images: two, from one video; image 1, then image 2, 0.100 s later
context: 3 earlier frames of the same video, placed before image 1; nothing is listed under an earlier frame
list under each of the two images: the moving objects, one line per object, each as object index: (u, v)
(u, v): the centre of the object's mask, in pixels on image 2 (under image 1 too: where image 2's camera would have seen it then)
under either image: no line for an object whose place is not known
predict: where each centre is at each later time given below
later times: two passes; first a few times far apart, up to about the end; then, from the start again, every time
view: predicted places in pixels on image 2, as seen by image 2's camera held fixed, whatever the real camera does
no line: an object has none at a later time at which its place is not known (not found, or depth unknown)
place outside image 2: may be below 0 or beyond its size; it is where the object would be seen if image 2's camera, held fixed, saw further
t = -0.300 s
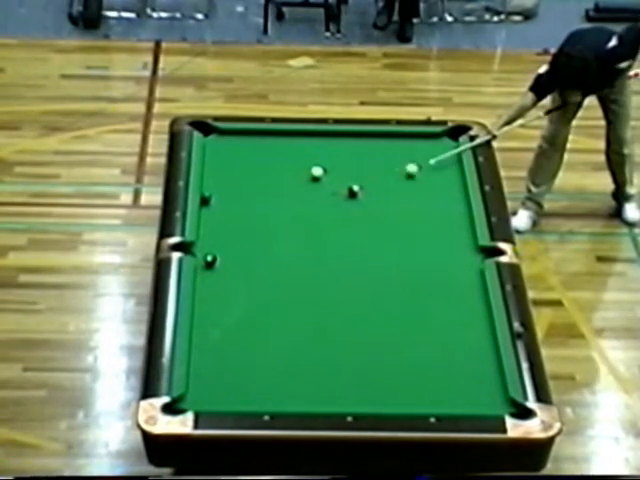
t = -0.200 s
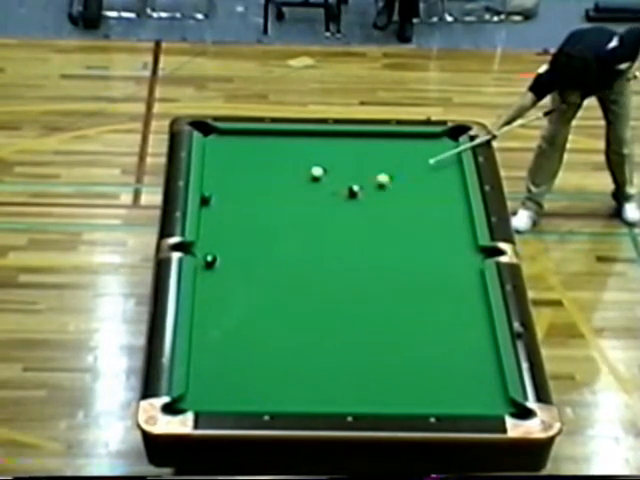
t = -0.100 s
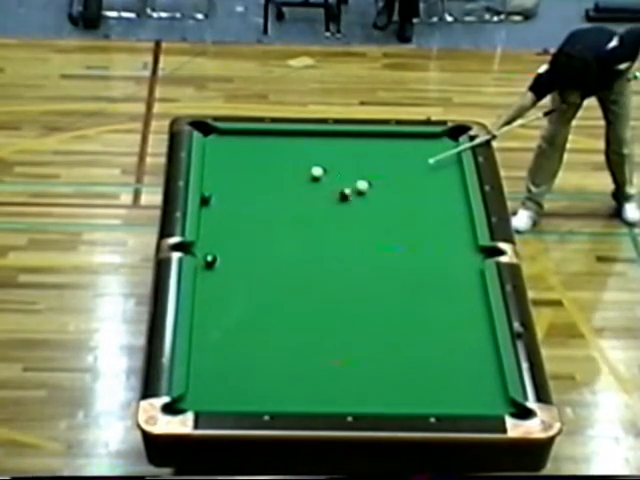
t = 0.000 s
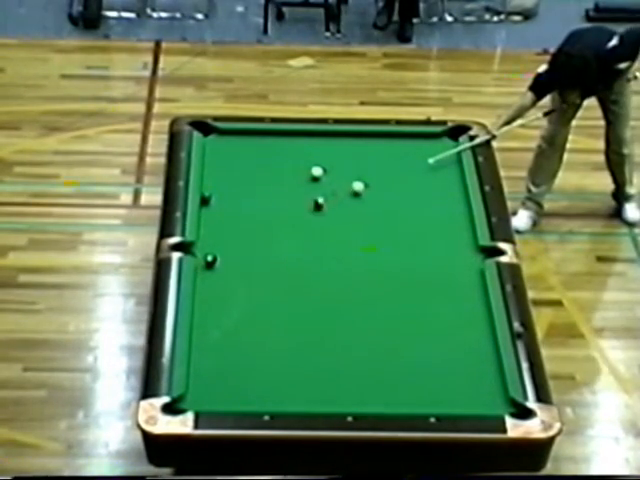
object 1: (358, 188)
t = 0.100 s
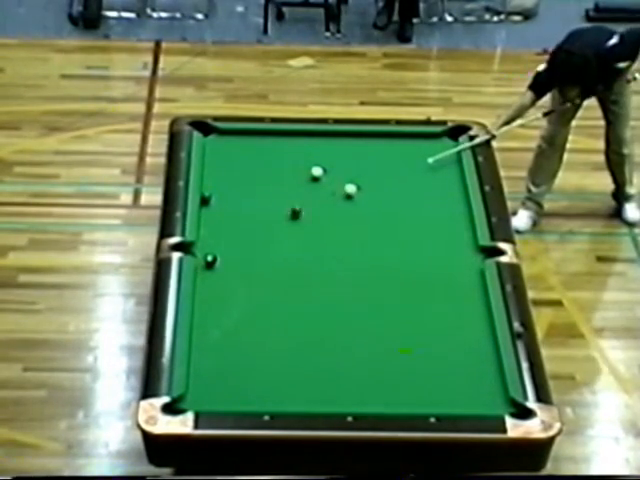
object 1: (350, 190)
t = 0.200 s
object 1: (343, 193)
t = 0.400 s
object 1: (327, 198)
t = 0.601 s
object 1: (313, 202)
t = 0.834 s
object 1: (297, 207)
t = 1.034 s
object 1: (284, 211)
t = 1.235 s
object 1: (270, 215)
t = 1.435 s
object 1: (258, 219)
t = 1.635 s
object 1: (245, 223)
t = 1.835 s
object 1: (233, 227)
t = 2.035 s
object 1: (221, 230)
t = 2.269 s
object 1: (209, 234)
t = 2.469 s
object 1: (204, 236)
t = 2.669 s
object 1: (209, 238)
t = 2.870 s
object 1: (213, 240)
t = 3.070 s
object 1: (216, 242)
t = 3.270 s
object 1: (220, 244)
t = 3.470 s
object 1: (222, 245)
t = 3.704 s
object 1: (225, 246)
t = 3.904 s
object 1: (227, 247)
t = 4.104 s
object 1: (228, 248)
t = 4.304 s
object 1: (228, 248)
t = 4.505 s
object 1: (229, 248)
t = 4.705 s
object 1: (229, 248)
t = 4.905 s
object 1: (229, 248)
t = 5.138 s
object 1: (229, 248)
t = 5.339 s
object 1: (229, 248)
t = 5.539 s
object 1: (229, 248)
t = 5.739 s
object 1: (229, 248)
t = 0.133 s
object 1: (347, 191)
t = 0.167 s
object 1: (345, 192)
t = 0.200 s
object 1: (343, 193)
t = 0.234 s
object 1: (340, 194)
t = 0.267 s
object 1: (337, 195)
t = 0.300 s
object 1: (335, 195)
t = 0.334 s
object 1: (332, 196)
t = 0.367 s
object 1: (330, 197)
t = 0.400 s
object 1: (327, 198)
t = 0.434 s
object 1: (325, 198)
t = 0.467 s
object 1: (323, 199)
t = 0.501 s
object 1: (321, 200)
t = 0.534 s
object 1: (318, 201)
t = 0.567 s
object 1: (316, 201)
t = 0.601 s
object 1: (313, 202)
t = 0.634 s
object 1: (311, 203)
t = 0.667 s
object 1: (309, 203)
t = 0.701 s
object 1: (306, 204)
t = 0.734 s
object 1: (304, 205)
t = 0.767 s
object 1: (301, 205)
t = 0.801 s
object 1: (299, 206)
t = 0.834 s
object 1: (297, 207)
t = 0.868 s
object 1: (295, 207)
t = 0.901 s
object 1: (292, 208)
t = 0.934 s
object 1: (291, 209)
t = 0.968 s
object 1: (288, 210)
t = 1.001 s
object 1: (286, 210)
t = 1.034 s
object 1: (284, 211)
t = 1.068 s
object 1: (281, 212)
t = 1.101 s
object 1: (279, 212)
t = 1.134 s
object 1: (277, 213)
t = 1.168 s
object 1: (275, 214)
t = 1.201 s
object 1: (273, 214)
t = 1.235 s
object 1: (270, 215)
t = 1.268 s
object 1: (268, 216)
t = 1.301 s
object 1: (266, 216)
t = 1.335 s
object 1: (264, 217)
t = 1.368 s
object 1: (262, 218)
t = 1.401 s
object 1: (260, 218)
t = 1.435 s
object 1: (258, 219)
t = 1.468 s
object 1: (256, 220)
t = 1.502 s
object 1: (253, 220)
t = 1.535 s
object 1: (251, 221)
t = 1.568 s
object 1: (250, 222)
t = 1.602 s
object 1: (248, 222)
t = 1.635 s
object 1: (245, 223)
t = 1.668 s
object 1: (243, 224)
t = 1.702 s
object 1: (241, 224)
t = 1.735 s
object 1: (239, 224)
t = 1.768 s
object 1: (237, 225)
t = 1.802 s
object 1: (235, 226)
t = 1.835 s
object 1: (233, 227)
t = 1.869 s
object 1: (231, 227)
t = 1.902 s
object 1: (229, 228)
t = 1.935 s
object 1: (227, 228)
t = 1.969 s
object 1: (225, 229)
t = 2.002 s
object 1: (224, 229)
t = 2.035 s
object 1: (221, 230)
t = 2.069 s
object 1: (219, 230)
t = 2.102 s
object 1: (218, 231)
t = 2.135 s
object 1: (216, 231)
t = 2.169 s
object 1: (214, 232)
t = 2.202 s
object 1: (212, 233)
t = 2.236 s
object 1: (210, 233)
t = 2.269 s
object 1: (209, 234)
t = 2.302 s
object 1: (207, 234)
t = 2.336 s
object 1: (205, 235)
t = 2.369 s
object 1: (204, 235)
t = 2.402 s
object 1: (203, 235)
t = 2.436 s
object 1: (204, 235)
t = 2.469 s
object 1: (204, 236)
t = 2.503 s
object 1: (205, 236)
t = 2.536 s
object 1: (206, 237)
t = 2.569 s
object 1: (206, 237)
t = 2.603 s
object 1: (207, 237)
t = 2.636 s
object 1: (208, 238)
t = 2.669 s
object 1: (209, 238)
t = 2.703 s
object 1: (210, 239)
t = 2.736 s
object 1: (211, 239)
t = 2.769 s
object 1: (211, 239)
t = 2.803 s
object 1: (211, 240)
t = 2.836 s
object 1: (212, 240)
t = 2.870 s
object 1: (213, 240)
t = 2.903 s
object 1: (213, 241)
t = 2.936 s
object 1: (214, 241)
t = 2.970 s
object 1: (215, 241)
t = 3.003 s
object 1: (215, 241)
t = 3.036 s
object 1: (216, 242)
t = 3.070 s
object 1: (216, 242)
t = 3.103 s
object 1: (217, 242)
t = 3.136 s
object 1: (218, 243)
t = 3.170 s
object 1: (218, 243)
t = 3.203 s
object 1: (219, 243)
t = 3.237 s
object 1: (219, 243)
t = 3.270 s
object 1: (220, 244)
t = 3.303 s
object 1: (220, 244)
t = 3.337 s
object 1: (221, 244)
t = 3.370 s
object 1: (221, 244)
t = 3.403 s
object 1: (222, 244)
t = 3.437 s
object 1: (222, 244)
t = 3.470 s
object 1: (222, 245)
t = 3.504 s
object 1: (223, 245)
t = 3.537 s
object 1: (224, 245)
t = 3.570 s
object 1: (224, 245)
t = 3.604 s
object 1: (224, 246)
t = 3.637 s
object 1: (225, 246)
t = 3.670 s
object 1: (225, 246)
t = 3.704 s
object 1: (225, 246)
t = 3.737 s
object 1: (226, 246)
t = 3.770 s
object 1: (226, 246)
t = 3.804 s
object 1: (226, 247)
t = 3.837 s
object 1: (226, 247)
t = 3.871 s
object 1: (226, 247)
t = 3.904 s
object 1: (227, 247)
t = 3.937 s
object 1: (228, 247)
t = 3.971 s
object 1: (227, 247)
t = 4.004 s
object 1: (228, 247)
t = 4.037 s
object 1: (228, 248)
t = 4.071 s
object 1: (228, 248)
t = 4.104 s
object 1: (228, 248)
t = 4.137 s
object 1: (228, 248)
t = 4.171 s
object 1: (228, 248)
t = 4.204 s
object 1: (228, 248)
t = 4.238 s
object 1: (228, 248)
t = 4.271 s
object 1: (228, 248)
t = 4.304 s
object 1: (228, 248)
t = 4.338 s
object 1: (228, 248)
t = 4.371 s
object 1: (228, 248)
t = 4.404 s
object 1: (229, 248)
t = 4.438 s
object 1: (228, 248)
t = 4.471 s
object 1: (229, 248)
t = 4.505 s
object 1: (229, 248)
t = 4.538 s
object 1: (229, 248)
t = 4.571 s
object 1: (229, 248)
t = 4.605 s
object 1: (229, 248)
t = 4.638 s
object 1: (229, 248)
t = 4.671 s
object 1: (229, 248)
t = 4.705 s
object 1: (229, 248)
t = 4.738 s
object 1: (229, 248)
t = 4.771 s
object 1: (229, 248)
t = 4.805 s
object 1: (229, 248)
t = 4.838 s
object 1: (229, 248)
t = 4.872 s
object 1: (229, 248)
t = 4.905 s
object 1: (229, 248)
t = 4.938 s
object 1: (229, 248)
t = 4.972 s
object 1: (229, 248)
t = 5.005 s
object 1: (229, 248)
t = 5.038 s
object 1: (229, 248)
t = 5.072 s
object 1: (229, 248)
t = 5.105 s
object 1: (229, 248)
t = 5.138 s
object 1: (229, 248)
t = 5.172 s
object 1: (229, 248)
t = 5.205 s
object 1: (229, 248)
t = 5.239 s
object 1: (229, 248)
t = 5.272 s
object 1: (229, 248)
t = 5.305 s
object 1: (229, 248)
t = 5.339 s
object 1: (229, 248)
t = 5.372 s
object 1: (229, 248)
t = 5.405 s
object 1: (229, 248)
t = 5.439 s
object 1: (229, 248)
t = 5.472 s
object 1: (229, 248)
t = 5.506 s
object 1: (229, 248)
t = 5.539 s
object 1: (229, 248)
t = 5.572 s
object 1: (229, 248)
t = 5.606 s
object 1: (229, 248)
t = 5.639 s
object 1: (229, 248)
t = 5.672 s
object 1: (229, 248)
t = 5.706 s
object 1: (229, 248)
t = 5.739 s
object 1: (229, 248)
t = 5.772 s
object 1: (229, 248)
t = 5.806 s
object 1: (229, 248)
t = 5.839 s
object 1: (229, 248)
